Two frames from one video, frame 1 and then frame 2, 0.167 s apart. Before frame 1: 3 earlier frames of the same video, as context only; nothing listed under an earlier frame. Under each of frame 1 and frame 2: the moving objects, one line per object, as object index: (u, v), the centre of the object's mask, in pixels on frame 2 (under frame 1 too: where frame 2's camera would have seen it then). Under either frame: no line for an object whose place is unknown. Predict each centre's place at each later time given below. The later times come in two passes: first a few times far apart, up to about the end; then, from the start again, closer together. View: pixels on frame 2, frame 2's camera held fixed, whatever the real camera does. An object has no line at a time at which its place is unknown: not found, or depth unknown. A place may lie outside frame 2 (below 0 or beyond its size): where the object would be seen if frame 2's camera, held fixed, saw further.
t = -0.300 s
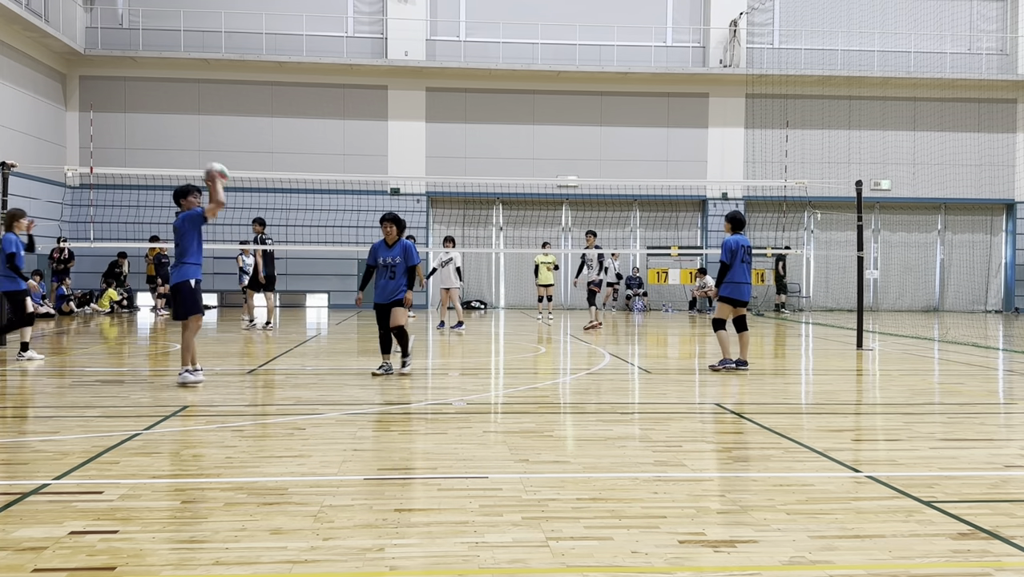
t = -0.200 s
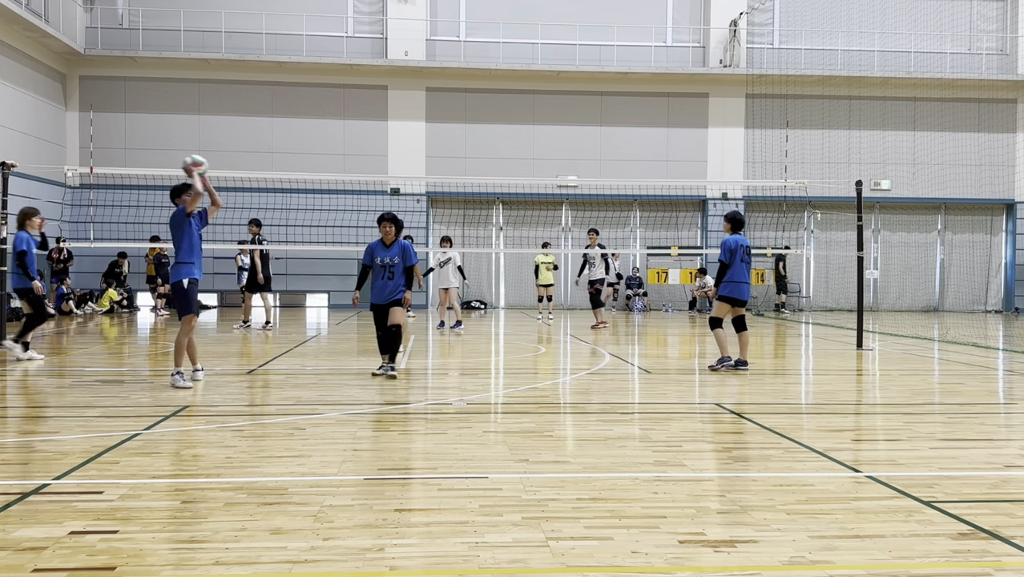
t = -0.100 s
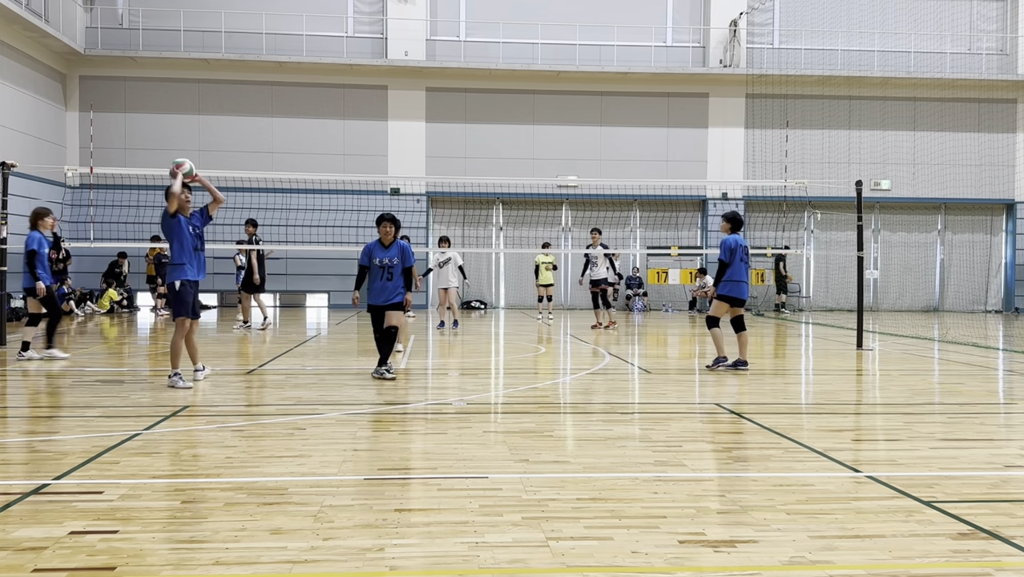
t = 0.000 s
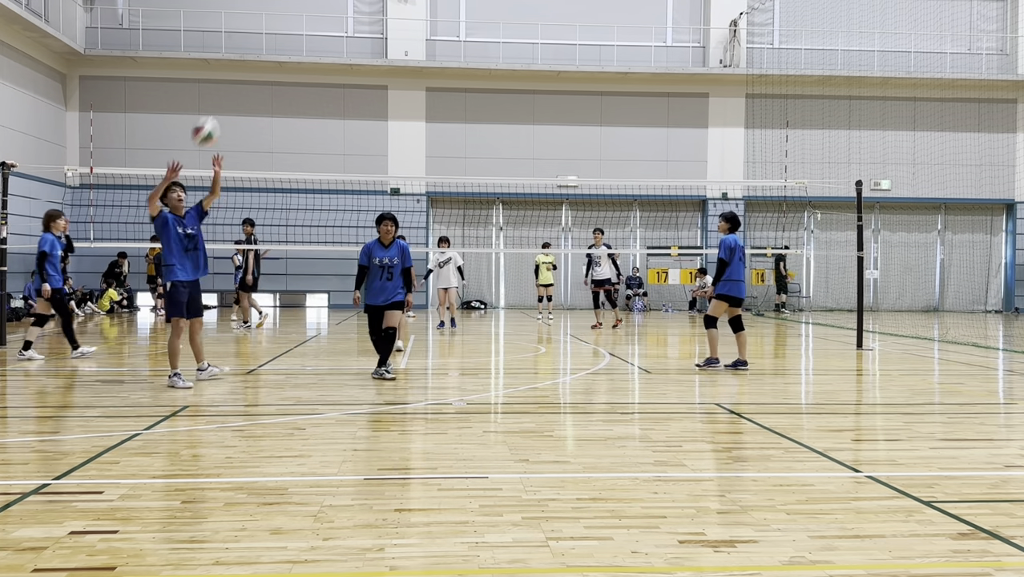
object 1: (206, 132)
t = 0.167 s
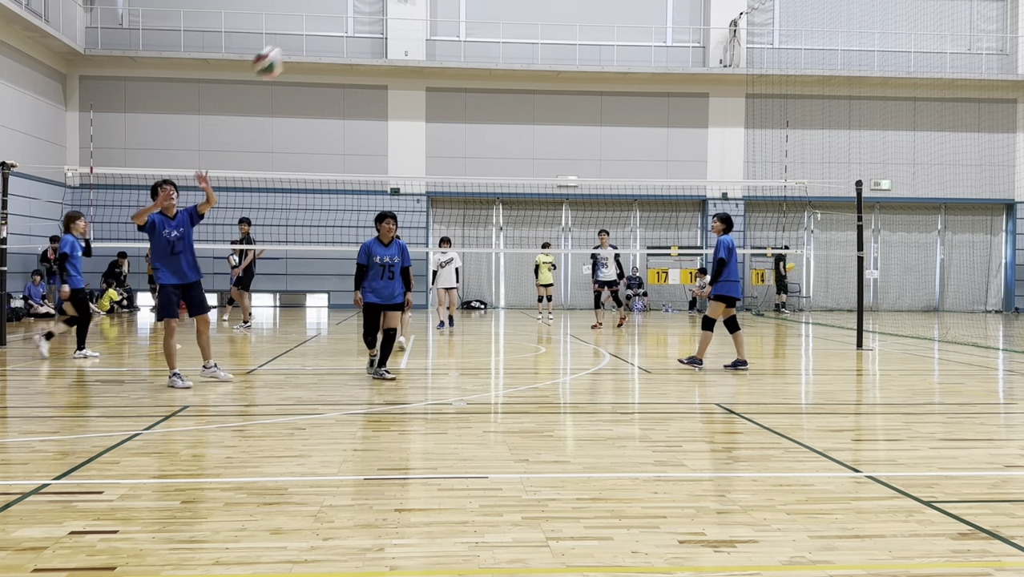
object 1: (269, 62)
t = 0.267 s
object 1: (313, 32)
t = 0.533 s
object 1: (464, 16)
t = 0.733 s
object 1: (628, 98)
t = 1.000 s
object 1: (994, 486)
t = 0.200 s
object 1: (284, 51)
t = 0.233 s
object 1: (298, 40)
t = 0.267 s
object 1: (313, 32)
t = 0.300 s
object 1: (329, 24)
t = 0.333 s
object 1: (346, 17)
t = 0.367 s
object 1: (364, 14)
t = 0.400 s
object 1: (381, 12)
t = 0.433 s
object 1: (399, 12)
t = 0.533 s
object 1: (464, 16)
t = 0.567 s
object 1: (487, 19)
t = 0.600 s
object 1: (511, 28)
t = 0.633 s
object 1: (538, 40)
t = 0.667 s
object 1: (565, 56)
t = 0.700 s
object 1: (597, 76)
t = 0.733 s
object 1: (628, 98)
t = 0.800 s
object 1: (696, 152)
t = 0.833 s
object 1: (739, 196)
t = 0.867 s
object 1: (779, 231)
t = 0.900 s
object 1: (832, 285)
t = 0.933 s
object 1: (884, 341)
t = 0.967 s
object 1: (939, 410)
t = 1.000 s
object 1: (994, 486)
